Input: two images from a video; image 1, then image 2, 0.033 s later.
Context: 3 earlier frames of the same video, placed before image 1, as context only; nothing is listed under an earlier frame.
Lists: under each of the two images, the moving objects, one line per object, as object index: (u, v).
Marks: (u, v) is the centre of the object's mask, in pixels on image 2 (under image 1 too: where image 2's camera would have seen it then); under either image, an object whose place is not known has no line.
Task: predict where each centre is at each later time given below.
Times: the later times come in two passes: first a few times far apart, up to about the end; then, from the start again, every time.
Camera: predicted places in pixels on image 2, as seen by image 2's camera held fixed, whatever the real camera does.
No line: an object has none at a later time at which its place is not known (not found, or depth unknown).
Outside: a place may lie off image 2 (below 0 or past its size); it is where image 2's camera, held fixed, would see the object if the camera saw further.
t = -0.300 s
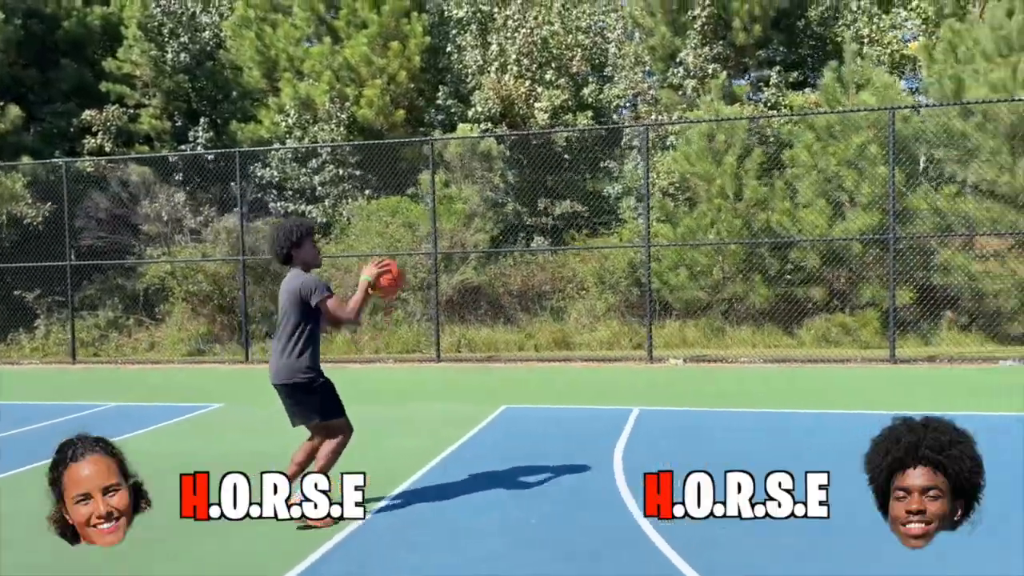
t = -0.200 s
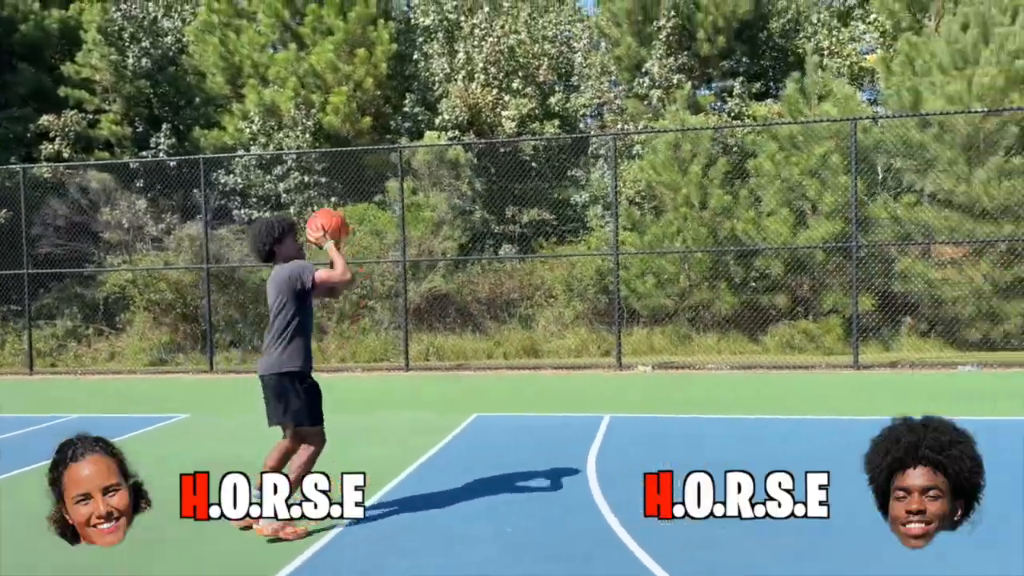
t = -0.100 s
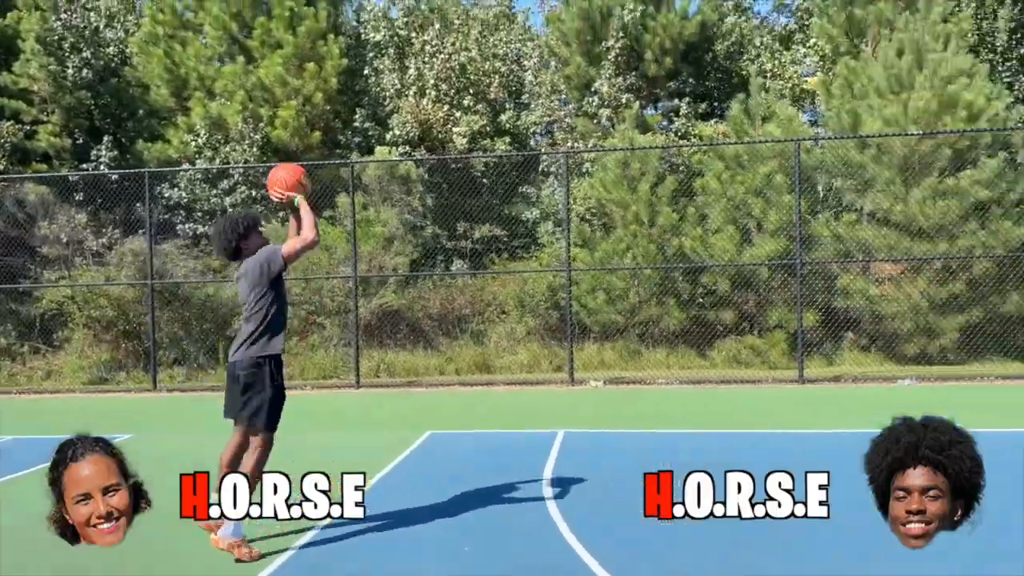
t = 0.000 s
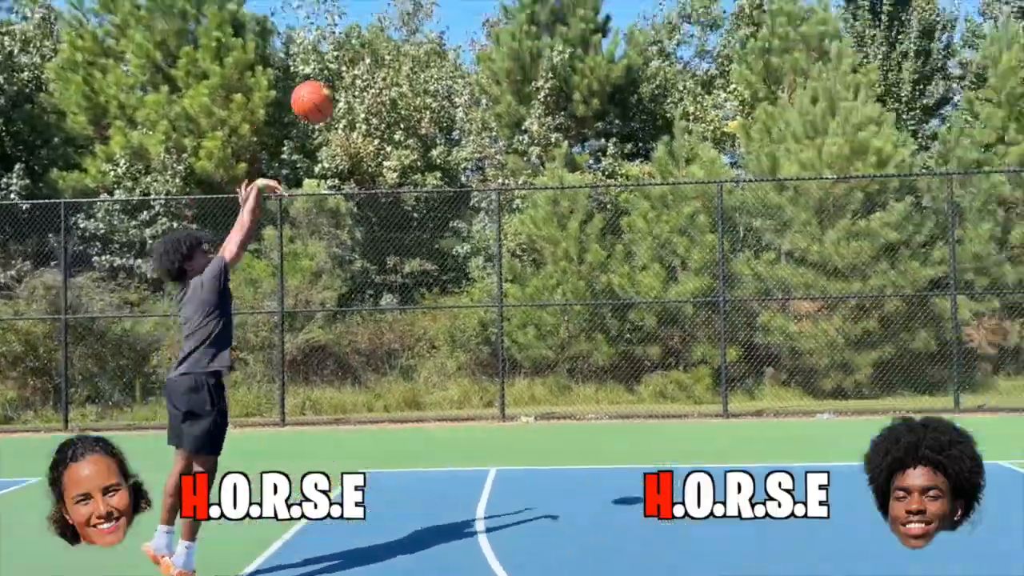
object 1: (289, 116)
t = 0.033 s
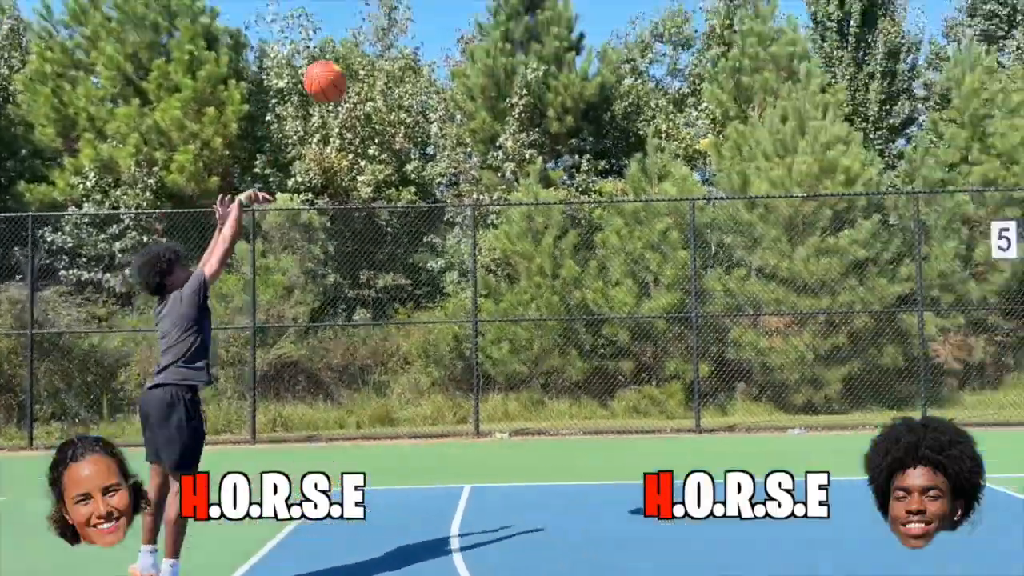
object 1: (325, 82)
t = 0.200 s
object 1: (503, -53)
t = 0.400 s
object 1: (690, -141)
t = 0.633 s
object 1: (884, -172)
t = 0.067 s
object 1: (361, 50)
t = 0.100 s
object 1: (396, 20)
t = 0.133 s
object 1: (434, -7)
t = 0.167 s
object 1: (468, -31)
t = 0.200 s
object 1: (503, -53)
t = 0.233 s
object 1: (532, -71)
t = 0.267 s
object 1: (562, -88)
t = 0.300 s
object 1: (595, -104)
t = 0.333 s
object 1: (626, -118)
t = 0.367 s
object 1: (658, -130)
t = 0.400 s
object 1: (690, -141)
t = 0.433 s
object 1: (719, -150)
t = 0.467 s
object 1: (748, -158)
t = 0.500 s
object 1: (776, -163)
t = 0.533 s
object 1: (805, -168)
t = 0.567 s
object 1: (831, -171)
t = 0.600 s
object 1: (858, -172)
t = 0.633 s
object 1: (884, -172)
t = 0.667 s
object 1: (909, -171)
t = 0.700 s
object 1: (934, -168)
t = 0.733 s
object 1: (959, -164)
